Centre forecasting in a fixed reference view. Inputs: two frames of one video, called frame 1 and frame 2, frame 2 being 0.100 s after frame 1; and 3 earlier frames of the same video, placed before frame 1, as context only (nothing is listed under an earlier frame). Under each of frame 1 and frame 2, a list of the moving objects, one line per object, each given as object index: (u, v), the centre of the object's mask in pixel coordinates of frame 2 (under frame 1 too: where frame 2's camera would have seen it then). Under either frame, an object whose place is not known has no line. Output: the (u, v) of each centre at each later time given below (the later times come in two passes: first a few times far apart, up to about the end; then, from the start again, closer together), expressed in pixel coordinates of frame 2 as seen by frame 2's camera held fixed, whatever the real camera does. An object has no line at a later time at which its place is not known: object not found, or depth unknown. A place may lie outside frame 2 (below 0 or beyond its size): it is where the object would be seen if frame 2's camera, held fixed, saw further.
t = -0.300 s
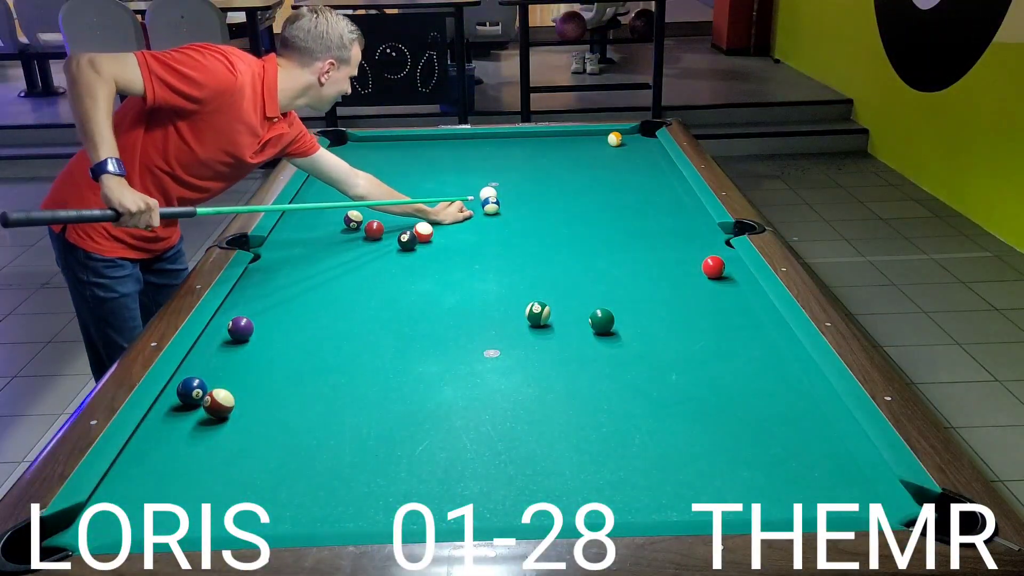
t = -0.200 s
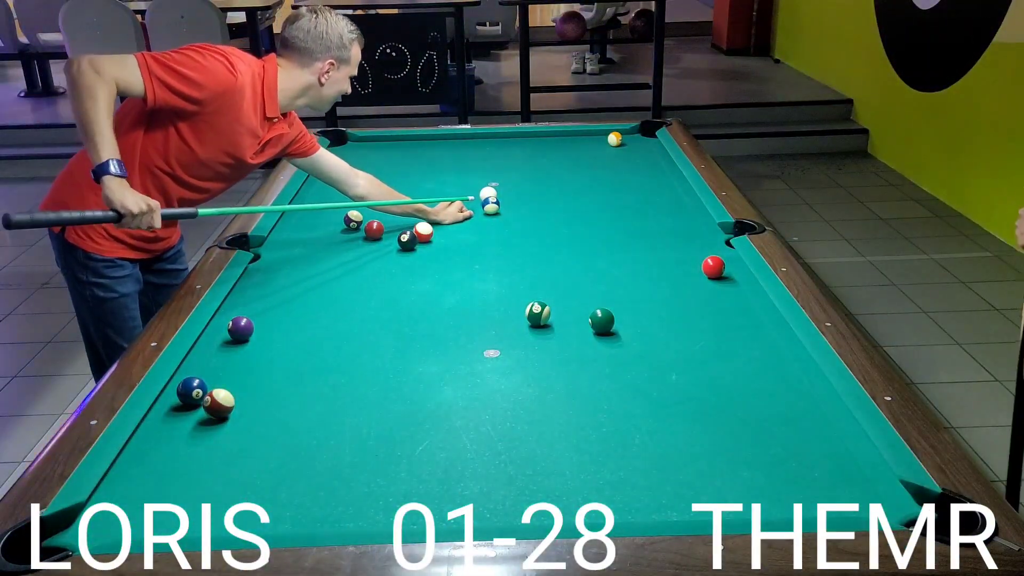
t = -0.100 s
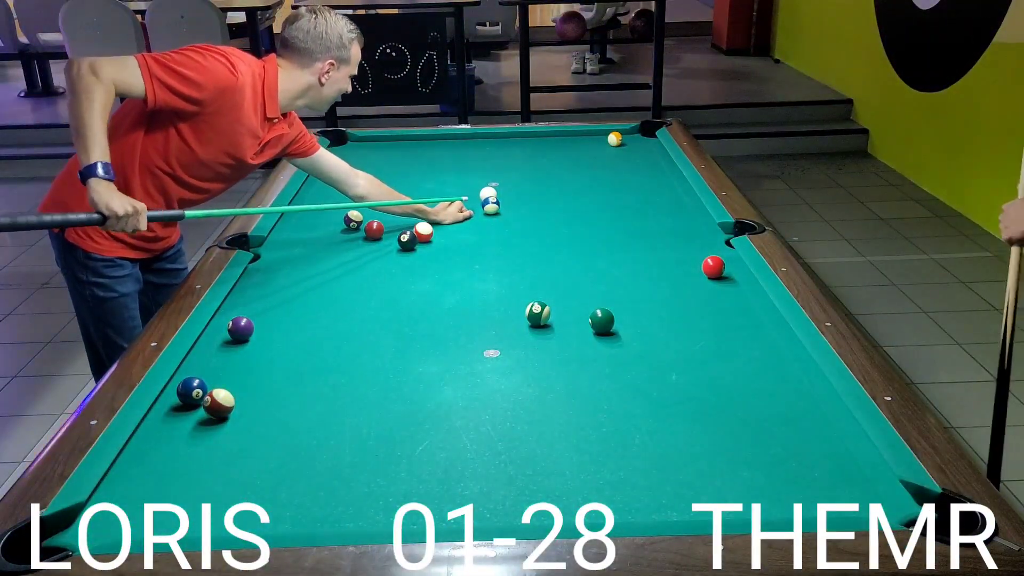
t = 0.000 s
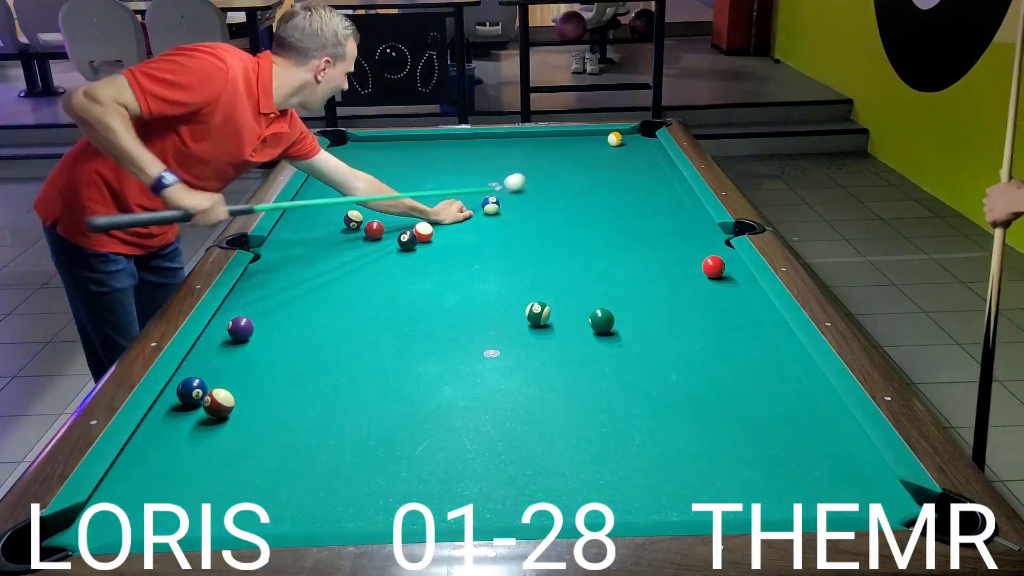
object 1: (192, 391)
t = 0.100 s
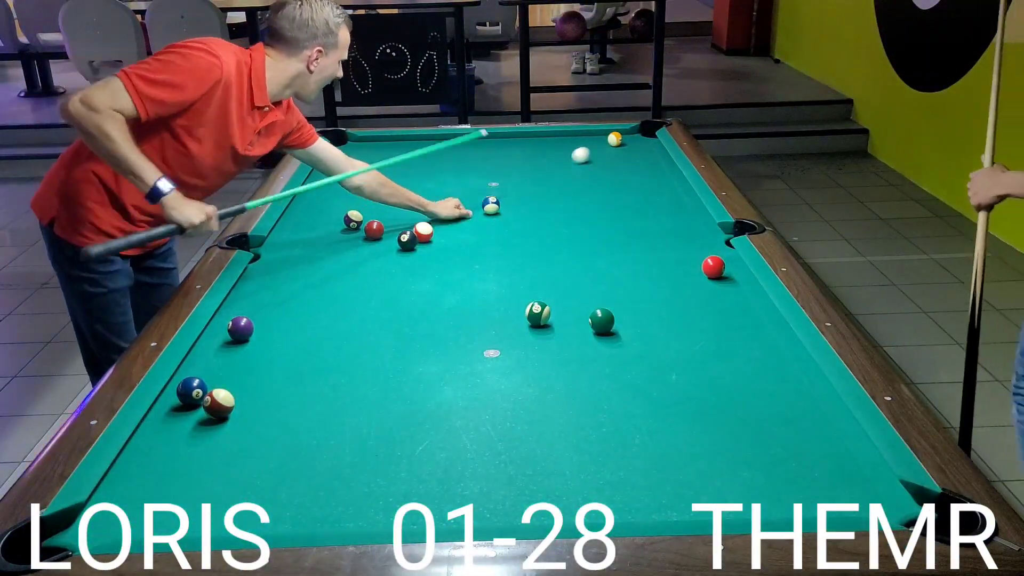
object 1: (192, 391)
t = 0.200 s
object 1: (192, 391)
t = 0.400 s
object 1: (192, 391)
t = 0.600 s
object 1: (192, 391)
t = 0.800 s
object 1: (192, 391)
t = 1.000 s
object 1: (192, 391)
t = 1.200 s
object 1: (192, 391)
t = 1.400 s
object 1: (192, 391)
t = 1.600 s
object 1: (192, 391)
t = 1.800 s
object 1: (192, 391)
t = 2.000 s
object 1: (192, 391)
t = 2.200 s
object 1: (192, 391)
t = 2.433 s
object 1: (192, 391)
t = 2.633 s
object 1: (192, 391)
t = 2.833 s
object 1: (192, 391)
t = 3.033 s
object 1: (192, 391)
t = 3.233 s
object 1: (191, 390)
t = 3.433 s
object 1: (187, 391)
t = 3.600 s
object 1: (180, 391)
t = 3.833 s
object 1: (178, 390)
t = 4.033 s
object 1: (179, 389)
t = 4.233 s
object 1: (179, 390)
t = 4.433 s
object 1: (179, 388)
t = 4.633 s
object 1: (179, 388)
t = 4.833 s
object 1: (179, 388)
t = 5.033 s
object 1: (179, 389)
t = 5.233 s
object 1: (179, 388)
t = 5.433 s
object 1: (179, 388)
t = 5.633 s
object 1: (179, 388)
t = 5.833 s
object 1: (179, 388)
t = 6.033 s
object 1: (179, 388)
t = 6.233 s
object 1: (179, 388)
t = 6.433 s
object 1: (179, 388)
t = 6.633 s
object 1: (179, 388)
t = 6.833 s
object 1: (179, 388)
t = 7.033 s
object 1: (179, 388)
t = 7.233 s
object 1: (179, 388)
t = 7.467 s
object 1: (179, 388)
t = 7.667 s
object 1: (179, 388)
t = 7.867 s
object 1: (179, 388)
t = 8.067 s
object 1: (185, 387)
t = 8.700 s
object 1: (187, 387)
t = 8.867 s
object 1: (179, 389)
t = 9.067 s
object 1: (179, 389)
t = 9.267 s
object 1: (179, 388)
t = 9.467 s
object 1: (179, 389)
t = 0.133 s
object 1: (192, 391)
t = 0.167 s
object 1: (192, 391)
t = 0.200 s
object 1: (192, 391)
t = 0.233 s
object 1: (192, 391)
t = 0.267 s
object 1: (192, 391)
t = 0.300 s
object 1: (192, 391)
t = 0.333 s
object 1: (192, 391)
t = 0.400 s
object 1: (192, 391)
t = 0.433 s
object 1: (192, 391)
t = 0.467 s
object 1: (192, 391)
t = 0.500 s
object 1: (192, 391)
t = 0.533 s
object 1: (192, 391)
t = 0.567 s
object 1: (192, 391)
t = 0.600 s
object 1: (192, 391)
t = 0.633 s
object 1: (192, 391)
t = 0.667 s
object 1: (192, 391)
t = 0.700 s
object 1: (192, 391)
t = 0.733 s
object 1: (192, 391)
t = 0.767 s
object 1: (192, 391)
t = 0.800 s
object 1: (192, 391)
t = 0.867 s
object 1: (192, 391)
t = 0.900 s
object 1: (192, 391)
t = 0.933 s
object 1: (192, 391)
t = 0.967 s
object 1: (192, 391)
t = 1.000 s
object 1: (192, 391)
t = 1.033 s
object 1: (192, 391)
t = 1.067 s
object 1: (192, 391)
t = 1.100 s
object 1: (192, 391)
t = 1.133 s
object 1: (192, 391)
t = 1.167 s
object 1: (192, 391)
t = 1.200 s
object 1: (192, 391)
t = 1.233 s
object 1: (192, 391)
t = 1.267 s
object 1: (192, 391)
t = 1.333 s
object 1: (192, 391)
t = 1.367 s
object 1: (192, 391)
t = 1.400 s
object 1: (192, 391)
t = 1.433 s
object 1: (192, 391)
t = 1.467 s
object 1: (192, 391)
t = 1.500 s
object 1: (192, 391)
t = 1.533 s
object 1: (192, 391)
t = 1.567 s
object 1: (192, 391)
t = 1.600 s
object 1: (192, 391)
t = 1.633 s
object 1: (192, 391)
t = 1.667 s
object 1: (192, 391)
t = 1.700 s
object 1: (192, 391)
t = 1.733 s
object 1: (192, 391)
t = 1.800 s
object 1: (192, 391)
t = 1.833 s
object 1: (192, 391)
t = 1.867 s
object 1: (192, 391)
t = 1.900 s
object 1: (192, 391)
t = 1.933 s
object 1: (192, 391)
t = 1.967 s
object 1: (192, 391)
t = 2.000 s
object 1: (192, 391)
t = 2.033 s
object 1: (192, 391)
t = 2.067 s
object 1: (192, 391)
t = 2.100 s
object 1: (192, 391)
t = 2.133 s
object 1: (192, 391)
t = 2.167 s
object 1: (192, 391)
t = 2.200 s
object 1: (192, 391)
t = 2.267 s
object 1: (192, 391)
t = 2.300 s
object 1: (192, 391)
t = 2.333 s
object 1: (192, 391)
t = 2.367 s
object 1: (192, 391)
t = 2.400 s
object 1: (192, 391)
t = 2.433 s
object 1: (192, 391)
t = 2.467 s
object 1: (192, 391)
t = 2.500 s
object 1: (192, 391)
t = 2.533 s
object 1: (192, 391)
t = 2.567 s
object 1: (192, 391)
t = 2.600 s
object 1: (192, 391)
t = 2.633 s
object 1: (192, 391)
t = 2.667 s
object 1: (192, 391)
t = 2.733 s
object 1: (192, 391)
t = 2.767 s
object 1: (192, 391)
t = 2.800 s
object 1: (192, 391)
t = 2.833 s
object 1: (192, 391)
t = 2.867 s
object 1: (192, 391)
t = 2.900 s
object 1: (192, 391)
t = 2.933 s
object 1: (192, 391)
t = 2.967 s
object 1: (192, 391)
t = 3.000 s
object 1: (192, 391)
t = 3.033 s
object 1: (192, 391)
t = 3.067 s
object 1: (192, 391)
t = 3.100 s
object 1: (192, 391)
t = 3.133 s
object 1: (192, 391)
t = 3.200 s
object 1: (191, 390)
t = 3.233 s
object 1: (191, 390)
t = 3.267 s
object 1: (192, 391)
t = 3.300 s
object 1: (192, 391)
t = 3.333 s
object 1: (191, 391)
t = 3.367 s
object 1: (190, 391)
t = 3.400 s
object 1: (188, 391)
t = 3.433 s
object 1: (187, 391)
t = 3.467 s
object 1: (185, 391)
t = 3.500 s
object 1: (184, 391)
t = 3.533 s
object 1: (182, 391)
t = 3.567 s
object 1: (181, 391)
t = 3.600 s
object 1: (180, 391)
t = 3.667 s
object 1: (177, 391)
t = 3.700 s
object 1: (177, 391)
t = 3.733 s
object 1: (177, 391)
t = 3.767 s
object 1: (177, 390)
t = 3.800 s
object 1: (178, 389)
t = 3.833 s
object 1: (178, 390)
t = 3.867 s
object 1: (178, 389)
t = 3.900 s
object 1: (179, 389)
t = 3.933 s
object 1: (179, 389)
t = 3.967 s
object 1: (179, 389)
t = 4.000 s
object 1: (179, 389)
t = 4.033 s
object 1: (179, 389)
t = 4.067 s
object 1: (180, 388)
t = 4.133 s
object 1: (180, 390)
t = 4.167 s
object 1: (179, 390)
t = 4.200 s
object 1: (179, 390)
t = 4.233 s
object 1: (179, 390)
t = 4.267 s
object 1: (179, 390)
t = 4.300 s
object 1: (179, 390)
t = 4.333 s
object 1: (179, 390)
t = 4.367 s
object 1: (179, 389)
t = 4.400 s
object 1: (179, 389)
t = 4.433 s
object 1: (179, 388)
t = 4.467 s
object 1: (179, 388)
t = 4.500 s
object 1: (178, 388)
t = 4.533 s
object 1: (178, 388)
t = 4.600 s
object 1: (179, 388)
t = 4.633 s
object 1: (179, 388)
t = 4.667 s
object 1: (179, 388)
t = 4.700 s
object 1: (179, 388)
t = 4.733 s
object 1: (179, 388)
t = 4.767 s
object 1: (179, 388)
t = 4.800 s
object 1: (179, 388)
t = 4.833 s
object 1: (179, 388)
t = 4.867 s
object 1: (179, 388)
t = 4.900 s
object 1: (179, 388)
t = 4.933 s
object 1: (179, 388)
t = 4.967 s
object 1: (179, 388)
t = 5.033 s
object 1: (179, 389)
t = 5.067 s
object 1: (179, 389)
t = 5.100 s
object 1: (179, 389)
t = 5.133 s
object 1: (179, 389)
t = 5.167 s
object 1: (179, 388)
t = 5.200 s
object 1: (179, 389)
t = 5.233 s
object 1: (179, 388)
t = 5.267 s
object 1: (179, 388)
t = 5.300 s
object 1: (179, 388)
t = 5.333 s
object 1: (179, 388)
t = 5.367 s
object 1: (179, 388)
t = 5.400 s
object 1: (179, 388)
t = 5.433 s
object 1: (179, 388)
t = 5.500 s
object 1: (179, 388)
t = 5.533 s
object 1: (179, 388)
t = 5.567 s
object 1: (179, 388)
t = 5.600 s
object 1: (179, 388)
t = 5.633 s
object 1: (179, 388)
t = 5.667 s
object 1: (179, 388)
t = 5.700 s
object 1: (179, 388)
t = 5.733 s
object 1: (179, 388)
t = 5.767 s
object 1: (179, 388)
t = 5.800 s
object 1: (179, 388)
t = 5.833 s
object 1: (179, 388)
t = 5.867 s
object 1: (179, 388)
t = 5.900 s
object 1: (179, 388)
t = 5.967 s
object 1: (179, 388)
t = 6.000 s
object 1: (179, 388)
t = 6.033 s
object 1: (179, 388)
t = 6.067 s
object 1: (179, 388)
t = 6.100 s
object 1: (179, 388)
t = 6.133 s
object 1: (179, 388)
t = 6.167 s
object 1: (179, 388)
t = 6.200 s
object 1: (179, 388)
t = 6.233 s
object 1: (179, 388)
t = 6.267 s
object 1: (179, 388)
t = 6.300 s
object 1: (179, 388)
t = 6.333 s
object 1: (179, 388)
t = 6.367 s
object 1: (179, 388)
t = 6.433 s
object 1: (179, 388)
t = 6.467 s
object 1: (179, 388)
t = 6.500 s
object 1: (179, 388)
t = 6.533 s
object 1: (179, 388)
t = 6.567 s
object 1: (179, 388)
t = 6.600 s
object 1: (179, 388)
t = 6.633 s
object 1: (179, 388)
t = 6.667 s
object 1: (179, 388)
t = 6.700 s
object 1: (179, 388)
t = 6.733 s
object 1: (179, 388)
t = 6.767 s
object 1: (179, 388)
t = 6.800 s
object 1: (179, 388)
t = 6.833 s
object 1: (179, 388)
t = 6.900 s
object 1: (179, 388)
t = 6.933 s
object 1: (179, 388)
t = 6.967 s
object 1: (179, 388)
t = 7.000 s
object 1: (179, 388)
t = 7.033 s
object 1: (179, 388)
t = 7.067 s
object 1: (179, 388)
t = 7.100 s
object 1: (179, 388)
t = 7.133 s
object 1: (179, 388)
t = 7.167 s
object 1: (179, 388)
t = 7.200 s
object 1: (179, 388)
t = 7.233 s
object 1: (179, 388)
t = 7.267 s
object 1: (179, 388)
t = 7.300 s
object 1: (179, 388)
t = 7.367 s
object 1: (179, 388)
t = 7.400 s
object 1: (179, 388)
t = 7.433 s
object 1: (179, 388)
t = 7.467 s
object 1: (179, 388)
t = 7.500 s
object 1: (179, 388)
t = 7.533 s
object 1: (179, 388)
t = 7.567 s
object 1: (179, 388)
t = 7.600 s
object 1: (179, 388)
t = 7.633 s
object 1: (179, 388)
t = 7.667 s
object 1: (179, 388)
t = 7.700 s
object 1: (179, 388)
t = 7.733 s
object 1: (179, 388)
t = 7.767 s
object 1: (179, 388)
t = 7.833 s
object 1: (179, 388)
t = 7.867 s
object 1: (179, 388)
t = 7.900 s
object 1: (179, 388)
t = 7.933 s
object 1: (179, 388)
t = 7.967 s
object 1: (179, 388)
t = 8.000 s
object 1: (169, 389)
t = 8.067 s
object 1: (185, 387)
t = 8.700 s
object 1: (187, 387)
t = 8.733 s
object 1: (179, 389)
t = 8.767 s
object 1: (179, 388)
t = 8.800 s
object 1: (179, 388)
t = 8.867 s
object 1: (179, 389)
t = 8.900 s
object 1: (179, 389)
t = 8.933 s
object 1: (179, 389)
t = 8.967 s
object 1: (179, 389)
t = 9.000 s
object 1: (179, 389)
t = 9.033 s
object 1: (179, 389)
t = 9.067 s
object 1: (179, 389)
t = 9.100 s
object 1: (179, 389)
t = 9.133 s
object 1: (179, 388)
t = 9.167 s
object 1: (179, 388)
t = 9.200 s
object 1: (179, 388)
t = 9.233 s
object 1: (179, 388)
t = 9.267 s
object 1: (179, 388)
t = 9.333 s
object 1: (179, 388)
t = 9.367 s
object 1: (179, 388)
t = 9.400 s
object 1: (179, 389)
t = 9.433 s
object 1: (179, 389)
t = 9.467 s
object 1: (179, 389)
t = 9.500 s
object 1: (179, 389)
